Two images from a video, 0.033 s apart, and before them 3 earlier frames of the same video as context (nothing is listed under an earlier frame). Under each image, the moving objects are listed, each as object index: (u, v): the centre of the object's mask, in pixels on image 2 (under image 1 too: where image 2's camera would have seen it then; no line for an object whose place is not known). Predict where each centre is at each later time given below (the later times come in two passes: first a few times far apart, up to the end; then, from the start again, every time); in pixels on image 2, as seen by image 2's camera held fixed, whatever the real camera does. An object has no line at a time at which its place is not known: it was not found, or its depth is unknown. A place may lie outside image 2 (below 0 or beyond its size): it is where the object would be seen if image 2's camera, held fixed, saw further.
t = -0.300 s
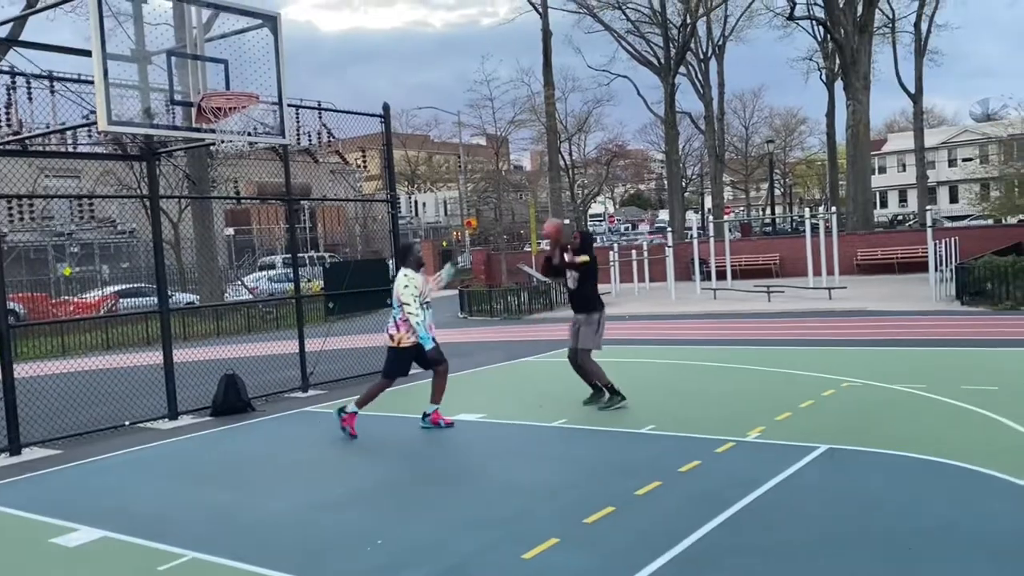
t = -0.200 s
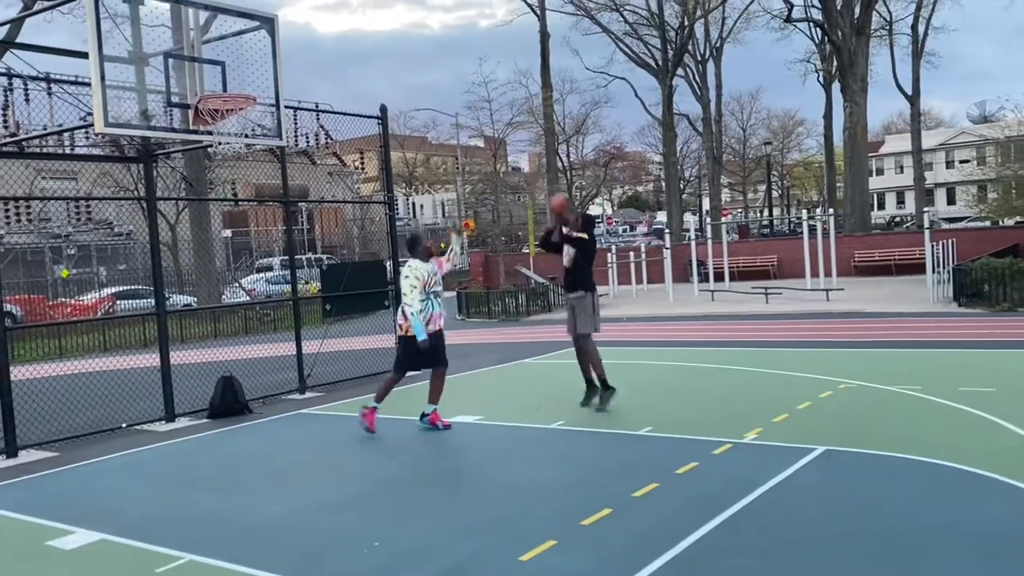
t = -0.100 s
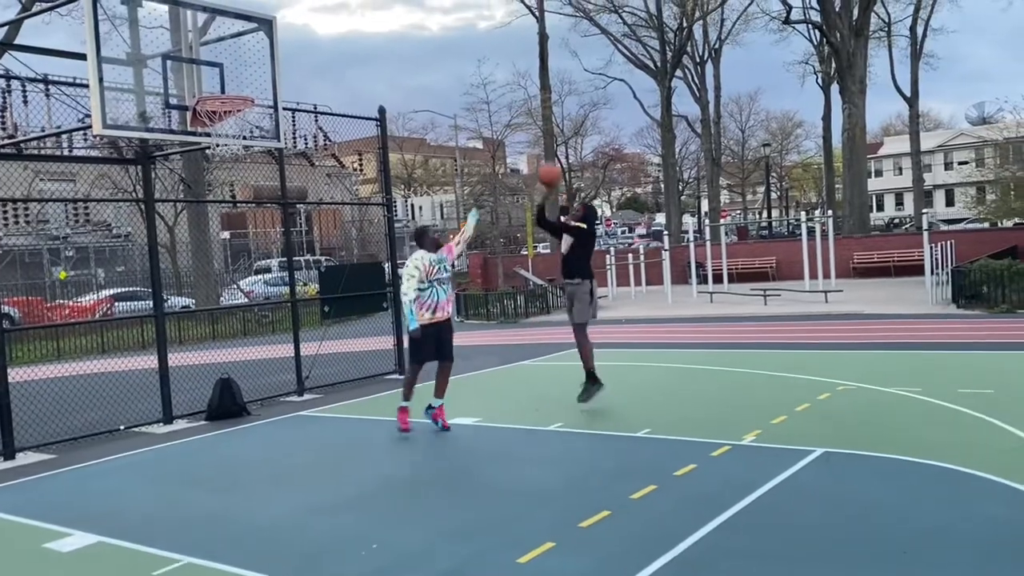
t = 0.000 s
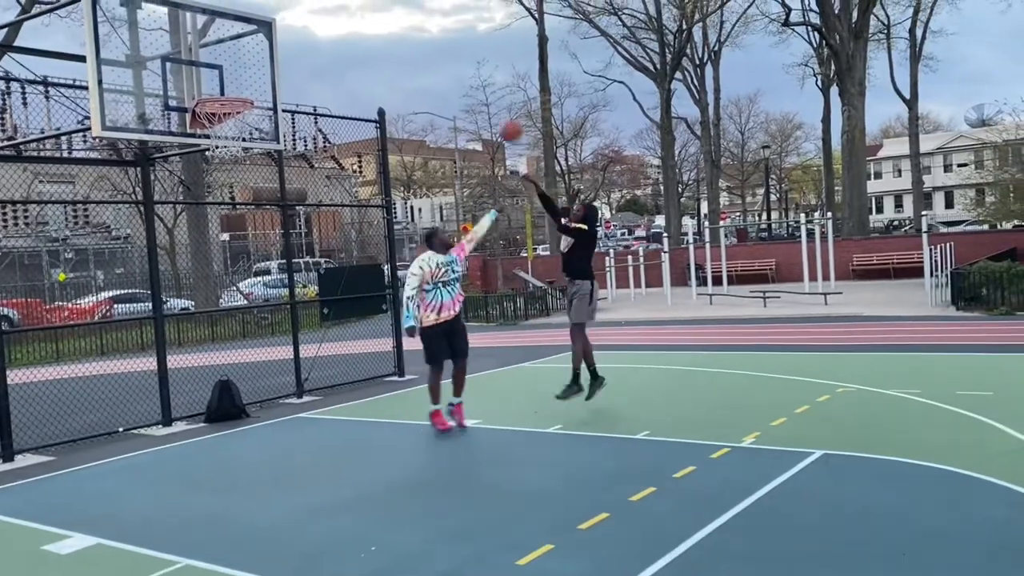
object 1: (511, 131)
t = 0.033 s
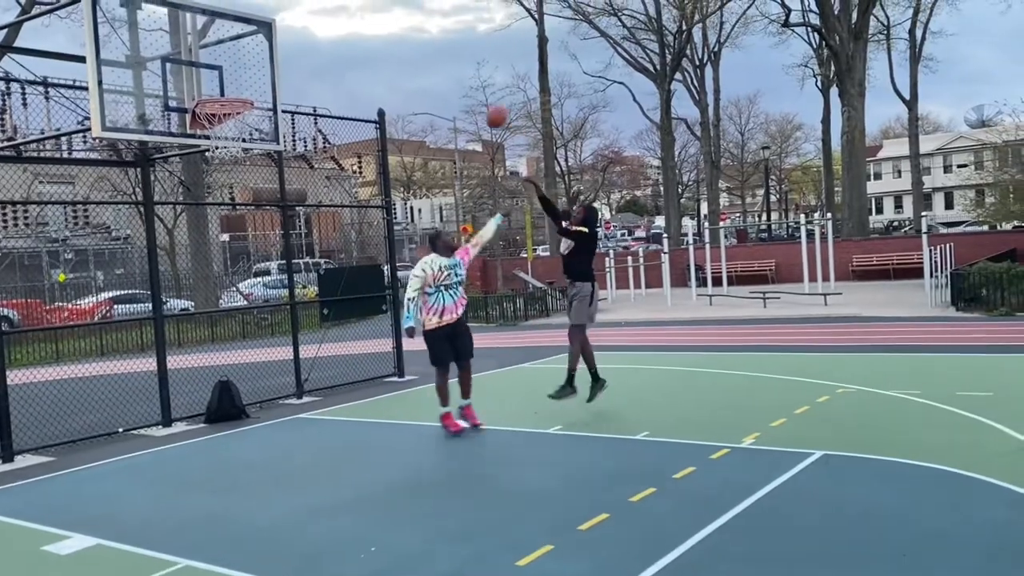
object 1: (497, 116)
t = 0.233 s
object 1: (412, 52)
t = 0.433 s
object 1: (326, 26)
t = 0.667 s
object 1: (222, 51)
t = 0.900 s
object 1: (218, 80)
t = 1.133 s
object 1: (294, 72)
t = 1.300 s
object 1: (353, 110)
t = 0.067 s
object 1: (482, 104)
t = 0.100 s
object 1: (468, 92)
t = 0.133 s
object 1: (454, 80)
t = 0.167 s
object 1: (440, 69)
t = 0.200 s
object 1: (426, 60)
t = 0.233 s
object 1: (412, 52)
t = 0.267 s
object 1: (397, 44)
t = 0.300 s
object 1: (383, 39)
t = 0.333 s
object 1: (369, 34)
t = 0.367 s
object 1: (355, 30)
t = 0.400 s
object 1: (340, 27)
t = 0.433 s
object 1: (326, 26)
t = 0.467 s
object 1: (311, 26)
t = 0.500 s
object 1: (296, 27)
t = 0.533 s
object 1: (281, 29)
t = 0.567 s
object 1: (267, 32)
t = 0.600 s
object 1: (253, 37)
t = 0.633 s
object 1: (236, 43)
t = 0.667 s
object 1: (222, 51)
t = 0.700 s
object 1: (210, 58)
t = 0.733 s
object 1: (208, 64)
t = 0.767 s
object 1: (205, 72)
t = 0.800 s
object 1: (202, 80)
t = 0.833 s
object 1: (200, 89)
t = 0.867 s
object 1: (207, 85)
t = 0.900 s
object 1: (218, 80)
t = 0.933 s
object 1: (229, 75)
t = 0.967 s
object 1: (239, 71)
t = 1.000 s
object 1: (250, 68)
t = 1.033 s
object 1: (261, 67)
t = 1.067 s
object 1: (271, 68)
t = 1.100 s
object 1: (283, 69)
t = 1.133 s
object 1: (294, 72)
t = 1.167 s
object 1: (306, 77)
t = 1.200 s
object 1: (318, 83)
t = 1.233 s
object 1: (329, 91)
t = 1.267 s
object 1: (341, 100)
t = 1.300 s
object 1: (353, 110)
